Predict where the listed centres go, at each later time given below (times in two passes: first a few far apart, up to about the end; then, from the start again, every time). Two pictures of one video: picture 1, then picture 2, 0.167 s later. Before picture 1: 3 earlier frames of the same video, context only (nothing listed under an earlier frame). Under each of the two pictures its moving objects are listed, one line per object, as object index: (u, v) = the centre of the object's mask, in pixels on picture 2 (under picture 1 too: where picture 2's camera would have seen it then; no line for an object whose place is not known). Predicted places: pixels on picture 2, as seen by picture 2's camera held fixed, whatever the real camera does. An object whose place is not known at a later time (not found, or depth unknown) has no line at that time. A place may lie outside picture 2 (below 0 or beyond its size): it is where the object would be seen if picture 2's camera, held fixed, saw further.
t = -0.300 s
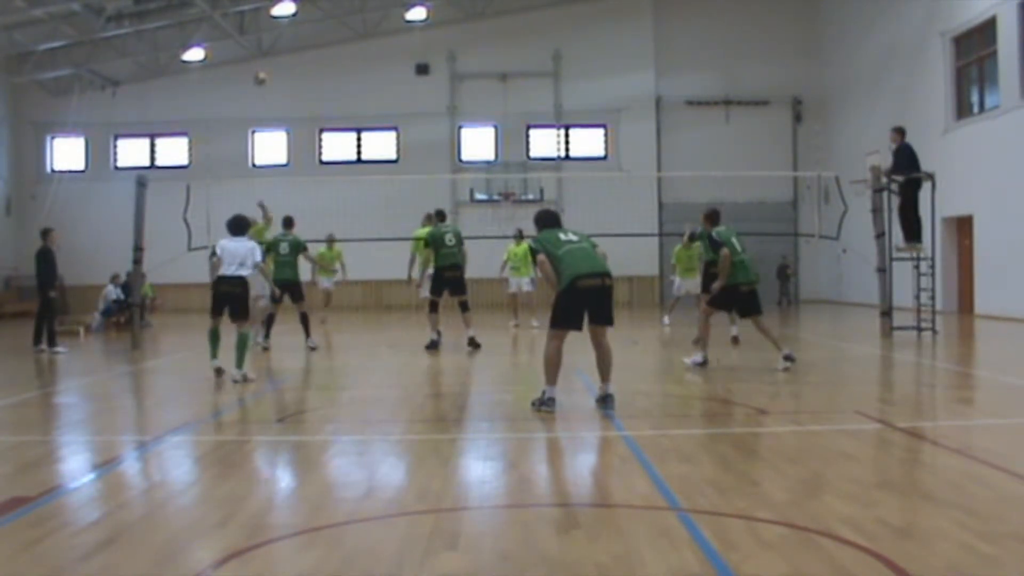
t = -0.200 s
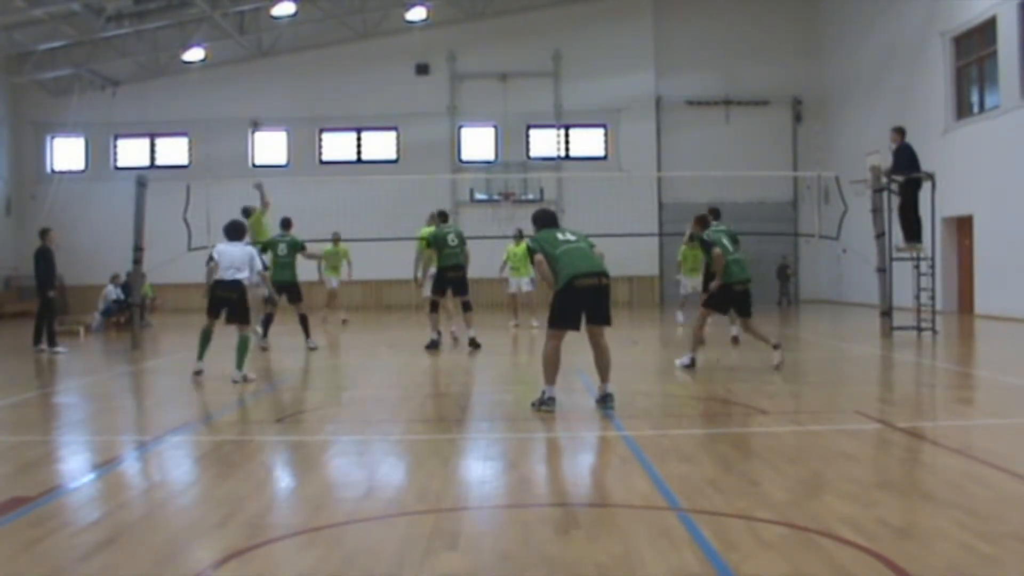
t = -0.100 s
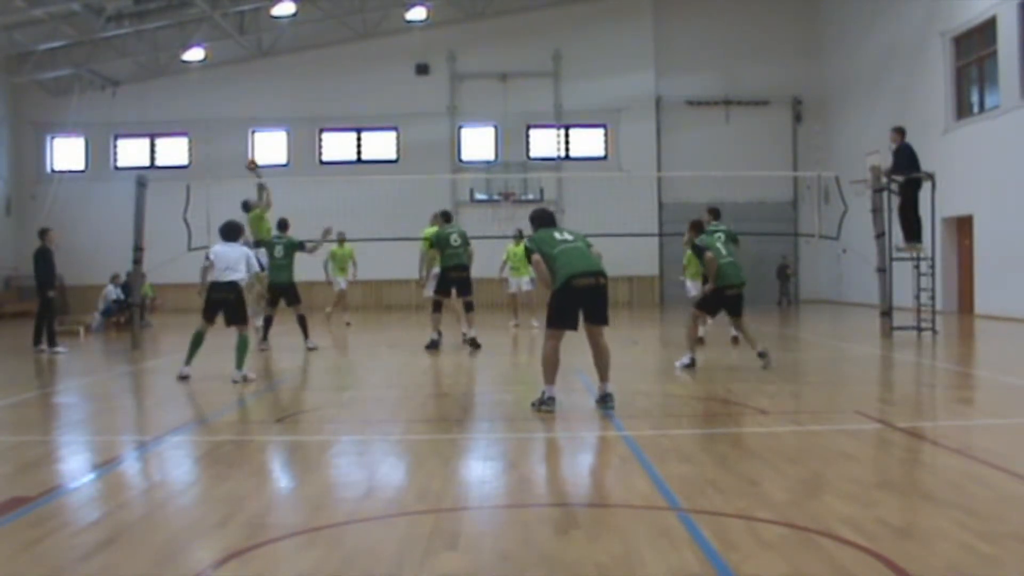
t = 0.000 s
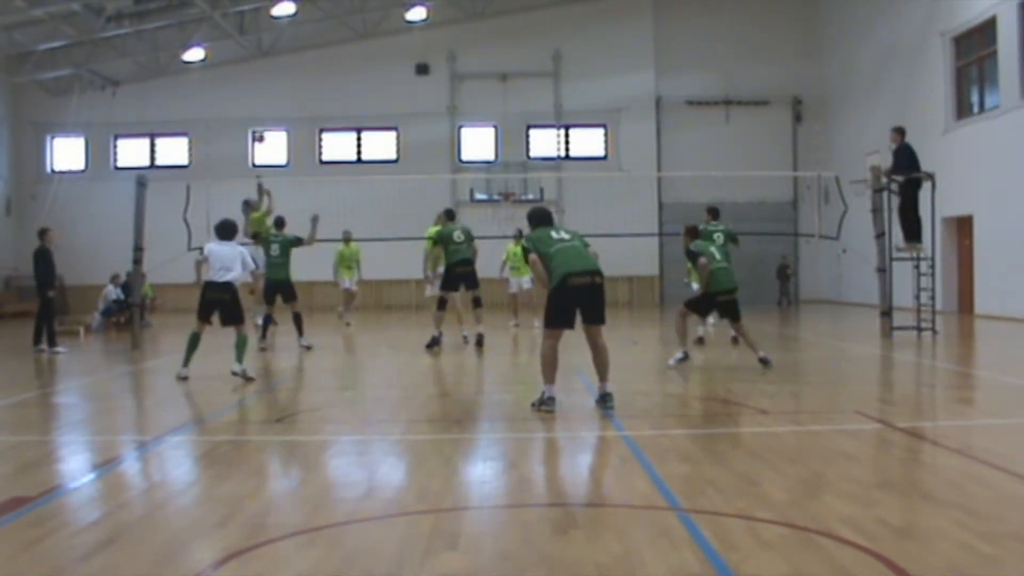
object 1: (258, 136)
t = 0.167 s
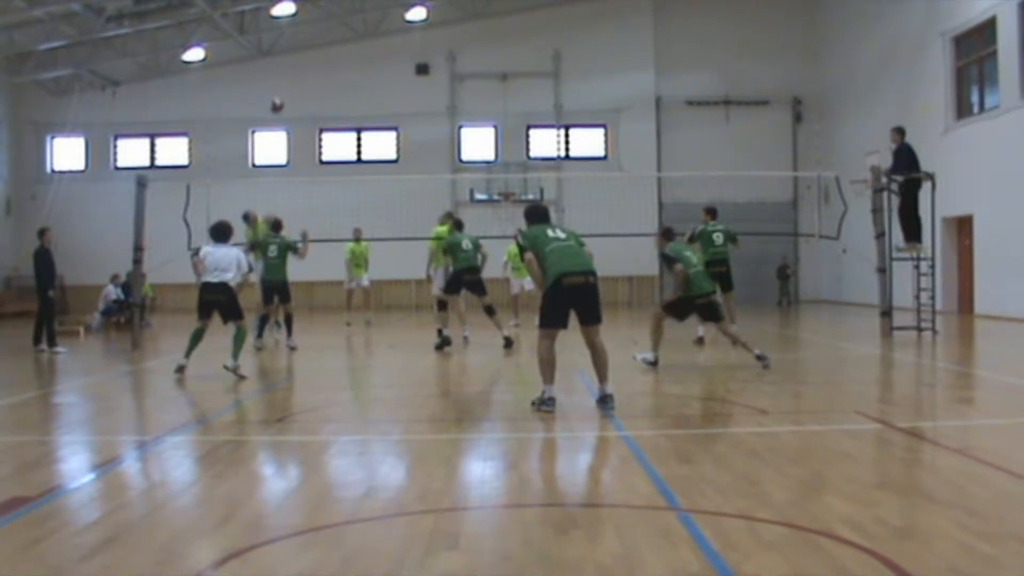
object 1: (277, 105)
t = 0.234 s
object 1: (284, 96)
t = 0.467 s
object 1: (310, 89)
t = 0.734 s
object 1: (344, 137)
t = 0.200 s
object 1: (280, 101)
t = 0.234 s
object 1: (284, 96)
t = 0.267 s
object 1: (287, 94)
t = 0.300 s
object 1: (291, 91)
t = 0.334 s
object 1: (295, 89)
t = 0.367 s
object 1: (300, 88)
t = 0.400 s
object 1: (303, 87)
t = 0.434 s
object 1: (306, 87)
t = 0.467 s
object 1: (310, 89)
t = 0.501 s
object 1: (315, 94)
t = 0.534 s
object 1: (318, 96)
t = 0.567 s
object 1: (322, 99)
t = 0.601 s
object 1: (326, 104)
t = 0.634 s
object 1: (330, 111)
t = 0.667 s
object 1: (333, 117)
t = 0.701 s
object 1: (339, 123)
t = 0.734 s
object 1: (344, 137)
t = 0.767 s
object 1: (347, 145)
